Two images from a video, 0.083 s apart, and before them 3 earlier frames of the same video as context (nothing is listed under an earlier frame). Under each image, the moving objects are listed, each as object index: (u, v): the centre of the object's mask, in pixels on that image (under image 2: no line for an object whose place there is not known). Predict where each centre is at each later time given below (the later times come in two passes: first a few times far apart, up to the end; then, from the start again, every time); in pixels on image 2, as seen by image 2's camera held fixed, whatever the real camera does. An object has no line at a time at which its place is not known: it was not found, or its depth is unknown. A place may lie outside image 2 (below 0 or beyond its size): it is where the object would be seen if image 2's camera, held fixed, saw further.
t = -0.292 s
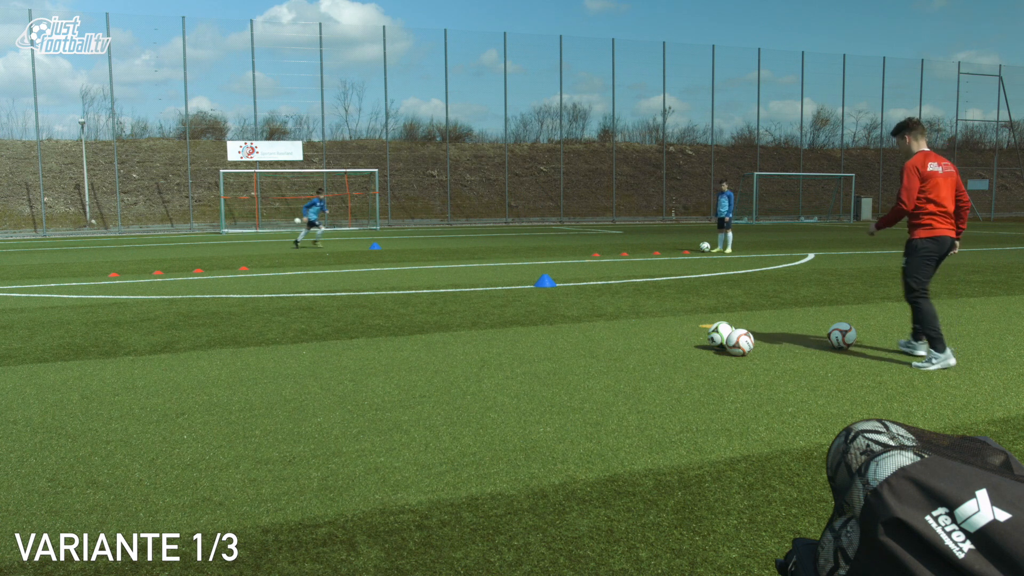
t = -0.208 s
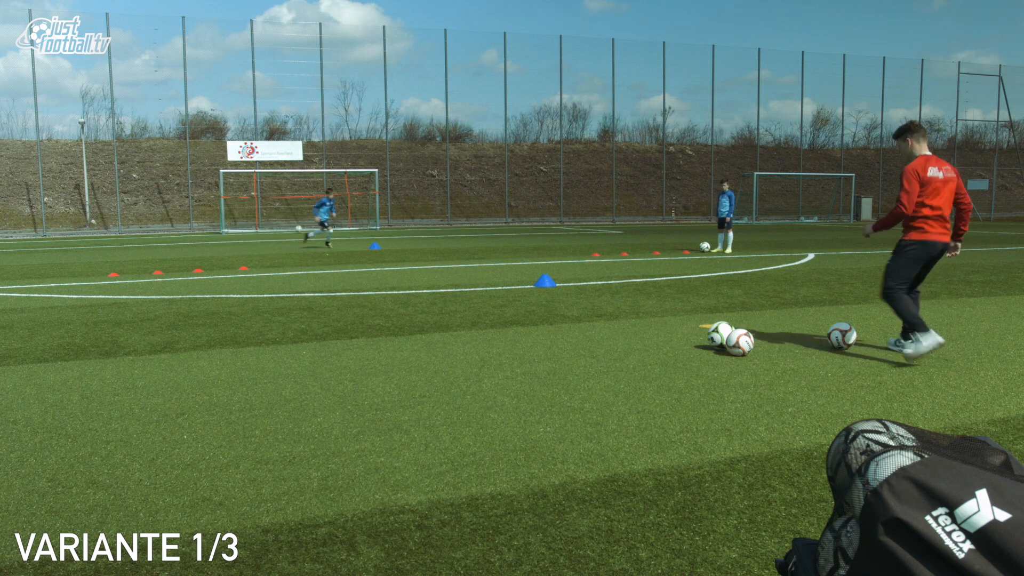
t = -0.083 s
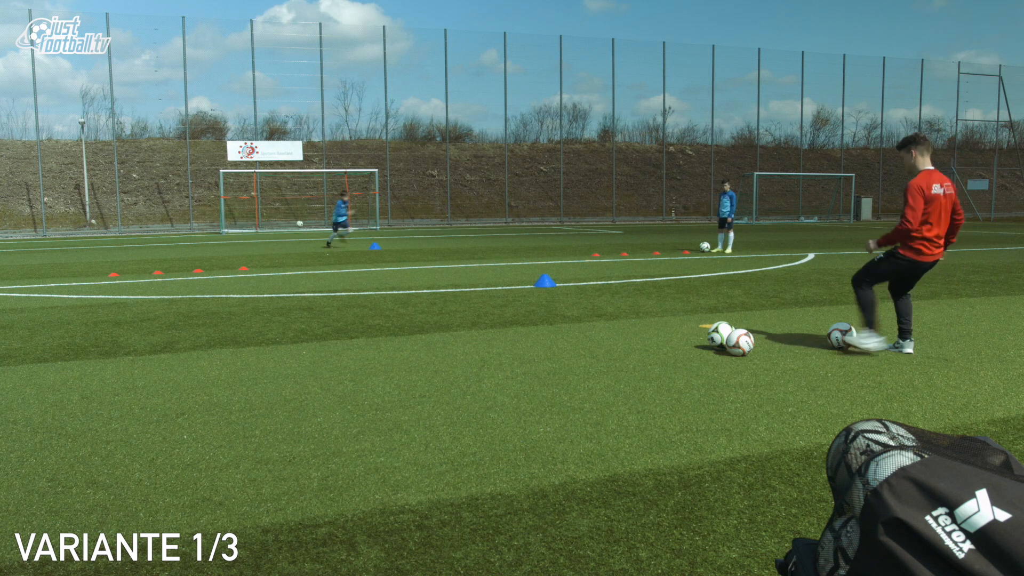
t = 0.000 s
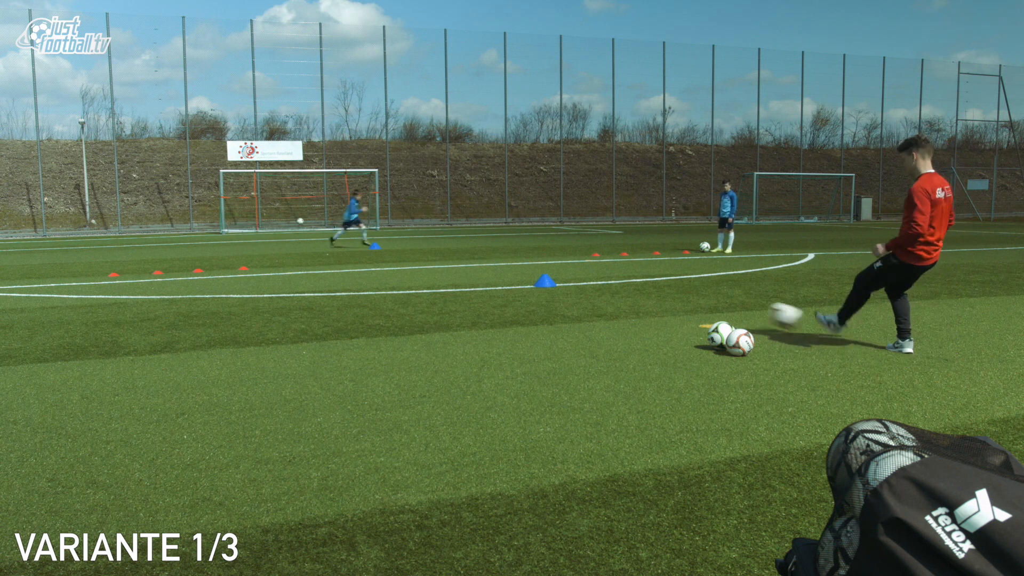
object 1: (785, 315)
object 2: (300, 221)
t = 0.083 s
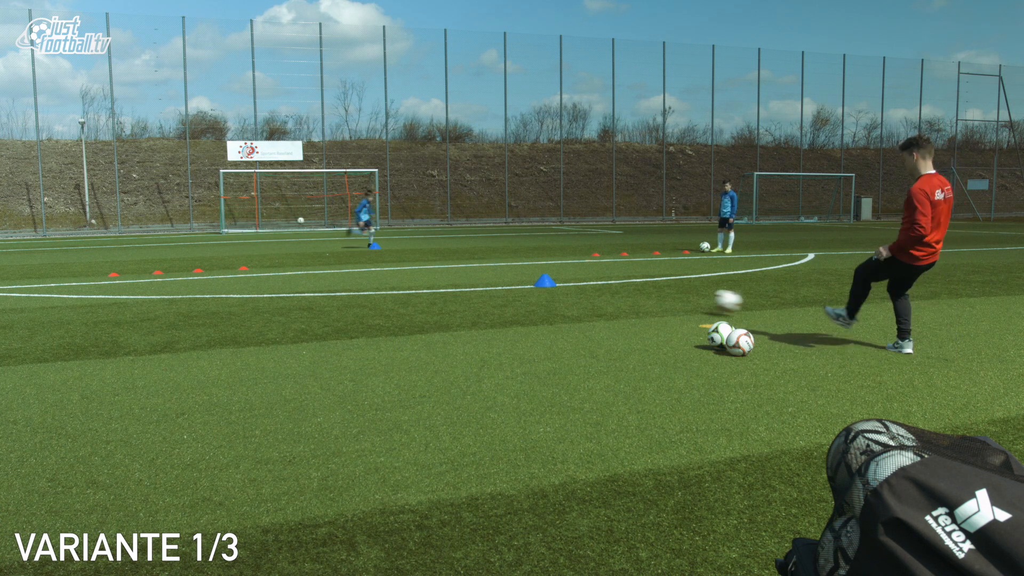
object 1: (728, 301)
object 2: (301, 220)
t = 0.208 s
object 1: (665, 288)
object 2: (302, 223)
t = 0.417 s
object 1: (601, 273)
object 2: (304, 228)
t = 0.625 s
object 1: (561, 264)
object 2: (305, 228)
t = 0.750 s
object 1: (548, 258)
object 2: (306, 232)
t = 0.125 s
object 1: (704, 297)
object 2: (301, 221)
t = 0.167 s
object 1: (683, 294)
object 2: (301, 222)
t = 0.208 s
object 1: (665, 288)
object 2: (302, 223)
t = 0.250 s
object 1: (650, 283)
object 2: (302, 225)
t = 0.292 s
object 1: (636, 278)
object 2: (303, 228)
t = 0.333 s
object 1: (623, 277)
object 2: (303, 231)
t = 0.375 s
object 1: (610, 276)
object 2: (303, 229)
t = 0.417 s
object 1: (601, 273)
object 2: (304, 228)
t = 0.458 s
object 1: (592, 267)
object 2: (304, 227)
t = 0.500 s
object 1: (584, 264)
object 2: (304, 226)
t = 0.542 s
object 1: (576, 263)
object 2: (304, 226)
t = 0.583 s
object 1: (569, 263)
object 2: (305, 227)
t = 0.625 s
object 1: (561, 264)
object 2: (305, 228)
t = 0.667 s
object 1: (556, 263)
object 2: (305, 229)
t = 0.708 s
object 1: (551, 260)
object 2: (306, 232)
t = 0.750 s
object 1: (548, 258)
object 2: (306, 232)
